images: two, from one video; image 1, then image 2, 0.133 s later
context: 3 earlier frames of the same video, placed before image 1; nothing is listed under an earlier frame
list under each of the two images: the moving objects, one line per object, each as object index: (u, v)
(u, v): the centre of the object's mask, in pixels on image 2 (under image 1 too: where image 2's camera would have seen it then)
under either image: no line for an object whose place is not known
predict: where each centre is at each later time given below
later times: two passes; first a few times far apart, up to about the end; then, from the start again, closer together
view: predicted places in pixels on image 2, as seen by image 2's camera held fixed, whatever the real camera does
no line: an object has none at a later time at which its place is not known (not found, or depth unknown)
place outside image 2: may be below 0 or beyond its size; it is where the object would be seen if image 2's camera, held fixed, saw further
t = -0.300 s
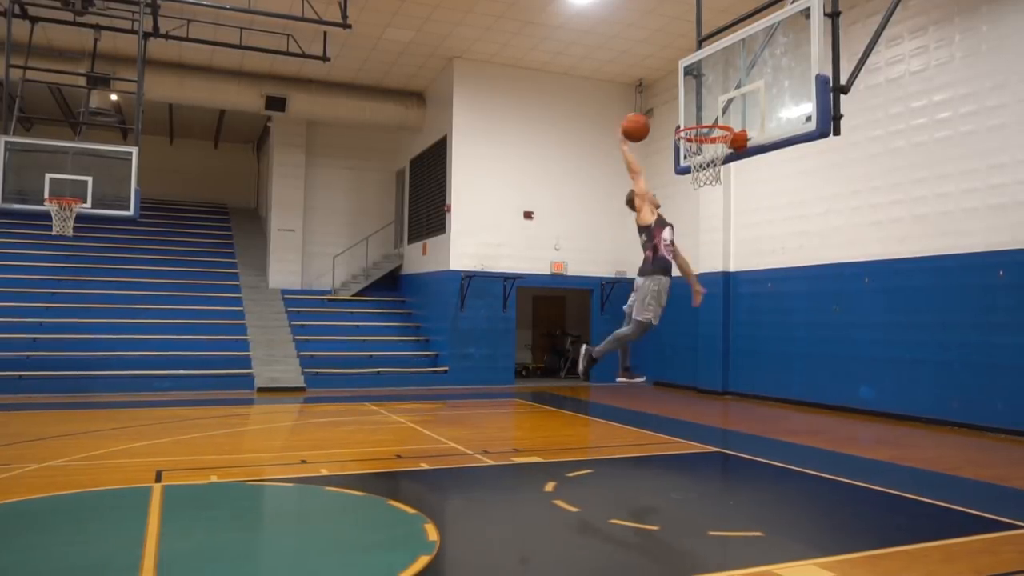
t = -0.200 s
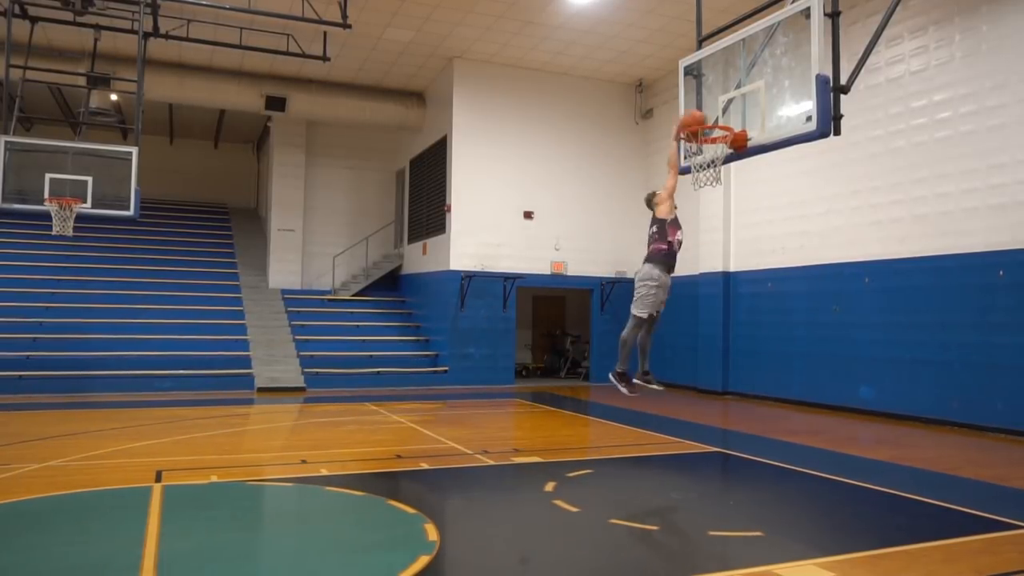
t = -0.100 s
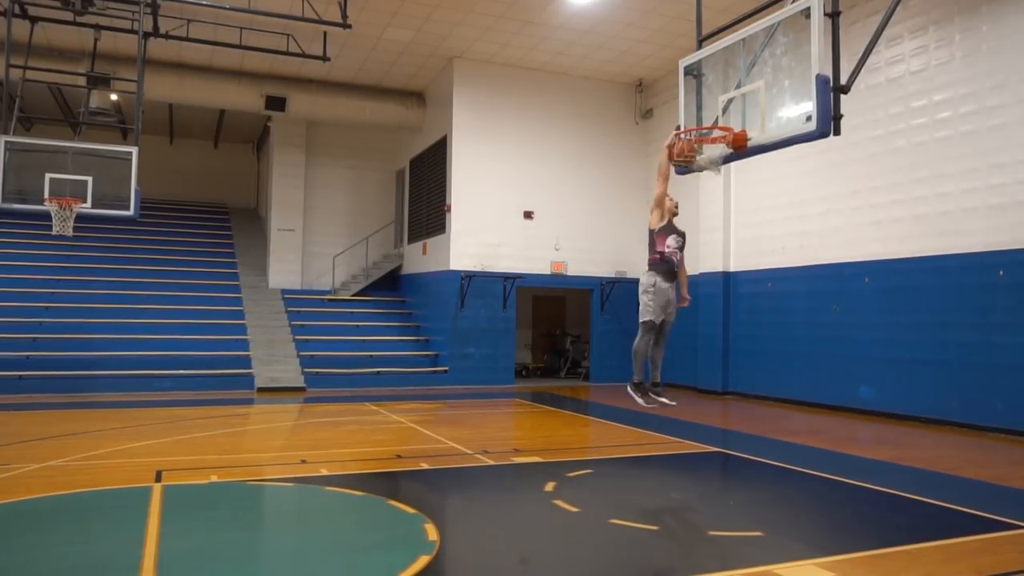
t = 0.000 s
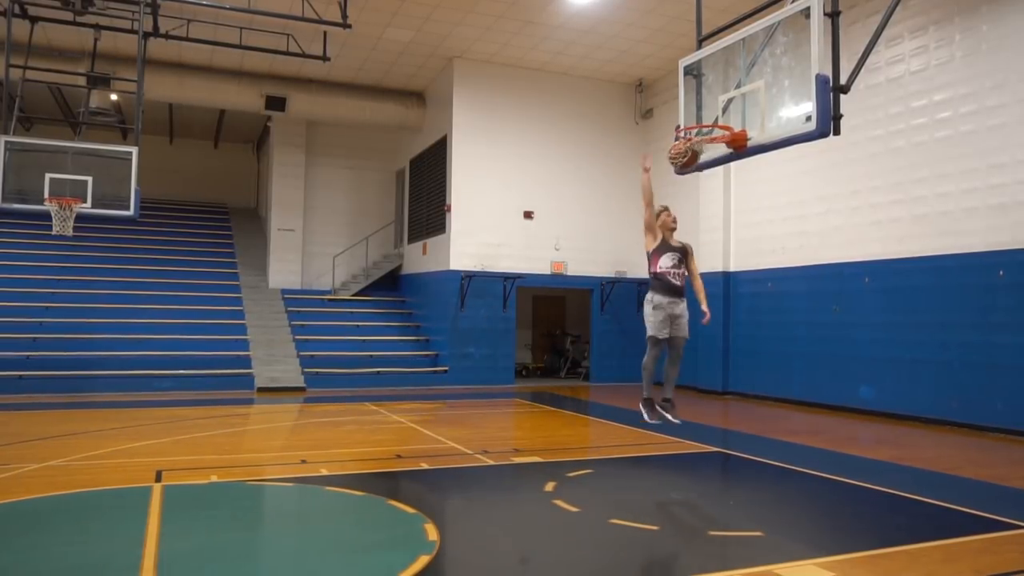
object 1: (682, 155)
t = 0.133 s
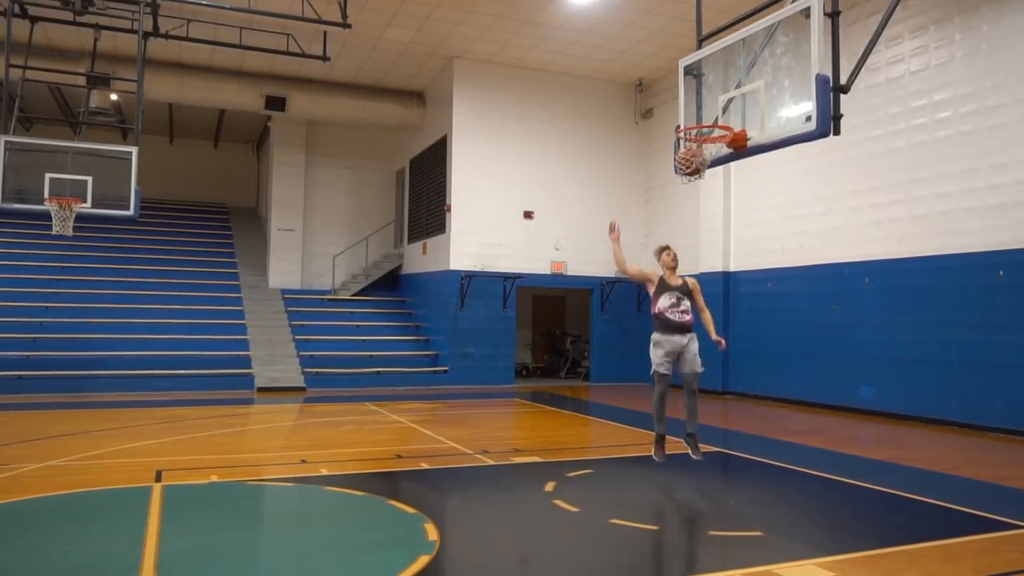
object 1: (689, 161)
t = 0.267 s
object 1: (709, 184)
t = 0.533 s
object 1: (740, 253)
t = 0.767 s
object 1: (768, 395)
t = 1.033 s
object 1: (794, 405)
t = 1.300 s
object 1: (819, 304)
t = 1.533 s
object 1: (841, 287)
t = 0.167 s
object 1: (694, 165)
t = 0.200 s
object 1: (698, 167)
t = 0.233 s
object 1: (702, 171)
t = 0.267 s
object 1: (709, 184)
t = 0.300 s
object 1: (712, 185)
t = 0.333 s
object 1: (716, 188)
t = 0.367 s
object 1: (719, 195)
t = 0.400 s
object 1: (723, 204)
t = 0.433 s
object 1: (728, 214)
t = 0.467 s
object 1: (732, 226)
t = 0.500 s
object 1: (736, 239)
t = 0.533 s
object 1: (740, 253)
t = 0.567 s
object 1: (744, 269)
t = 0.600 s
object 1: (748, 286)
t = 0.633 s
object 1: (752, 305)
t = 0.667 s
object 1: (756, 325)
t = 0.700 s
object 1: (761, 347)
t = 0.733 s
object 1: (765, 370)
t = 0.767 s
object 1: (768, 395)
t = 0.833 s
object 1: (776, 448)
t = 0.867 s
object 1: (780, 478)
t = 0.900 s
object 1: (783, 481)
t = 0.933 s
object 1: (786, 459)
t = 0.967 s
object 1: (789, 443)
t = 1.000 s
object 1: (791, 424)
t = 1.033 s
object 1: (794, 405)
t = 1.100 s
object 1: (801, 372)
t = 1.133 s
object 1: (804, 357)
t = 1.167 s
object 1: (807, 344)
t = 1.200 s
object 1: (810, 332)
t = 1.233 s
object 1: (813, 321)
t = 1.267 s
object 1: (816, 312)
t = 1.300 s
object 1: (819, 304)
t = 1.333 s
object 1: (823, 297)
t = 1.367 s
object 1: (826, 292)
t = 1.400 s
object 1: (829, 288)
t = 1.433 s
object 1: (832, 286)
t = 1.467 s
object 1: (835, 285)
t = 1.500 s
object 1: (838, 285)
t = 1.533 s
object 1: (841, 287)
